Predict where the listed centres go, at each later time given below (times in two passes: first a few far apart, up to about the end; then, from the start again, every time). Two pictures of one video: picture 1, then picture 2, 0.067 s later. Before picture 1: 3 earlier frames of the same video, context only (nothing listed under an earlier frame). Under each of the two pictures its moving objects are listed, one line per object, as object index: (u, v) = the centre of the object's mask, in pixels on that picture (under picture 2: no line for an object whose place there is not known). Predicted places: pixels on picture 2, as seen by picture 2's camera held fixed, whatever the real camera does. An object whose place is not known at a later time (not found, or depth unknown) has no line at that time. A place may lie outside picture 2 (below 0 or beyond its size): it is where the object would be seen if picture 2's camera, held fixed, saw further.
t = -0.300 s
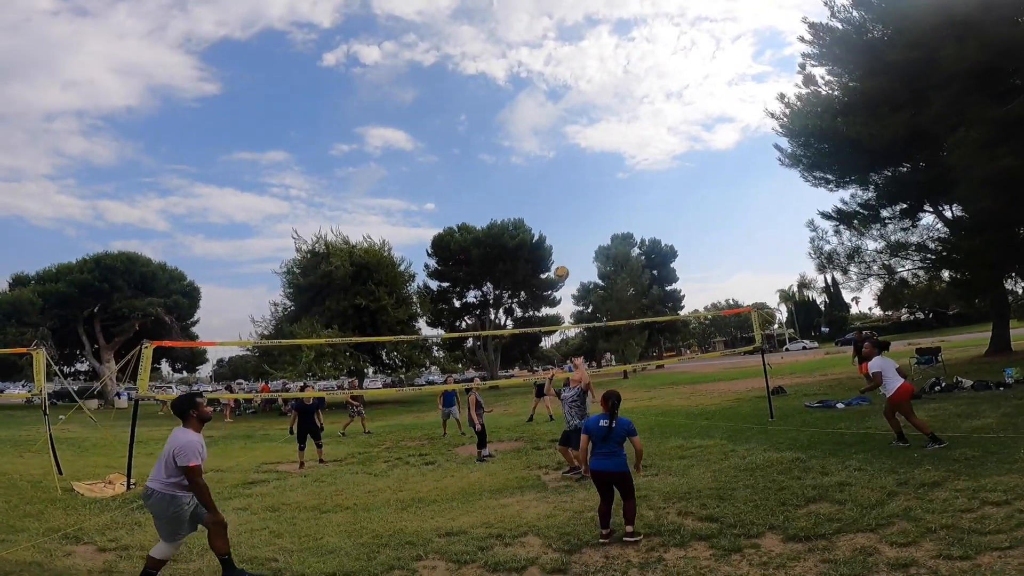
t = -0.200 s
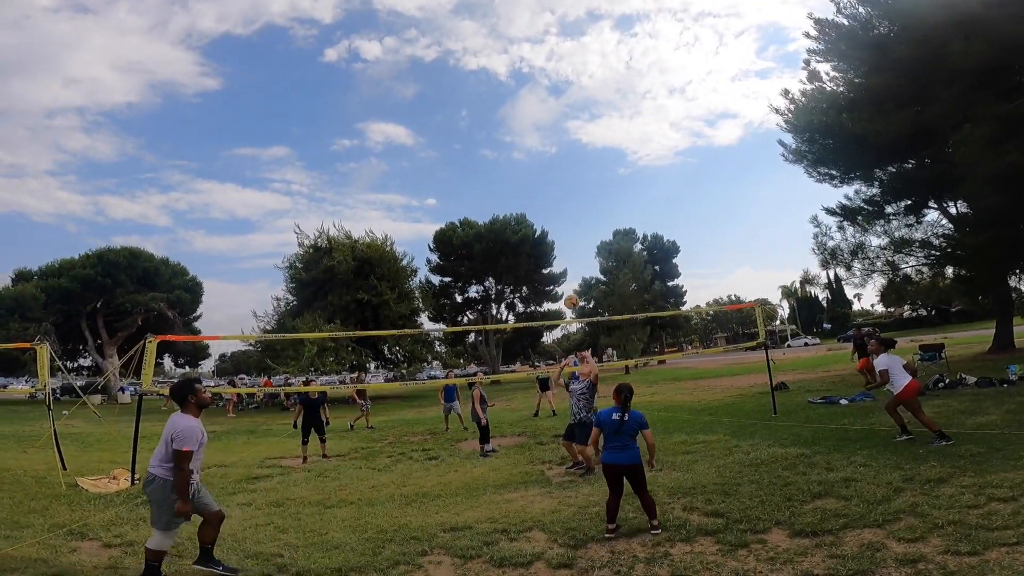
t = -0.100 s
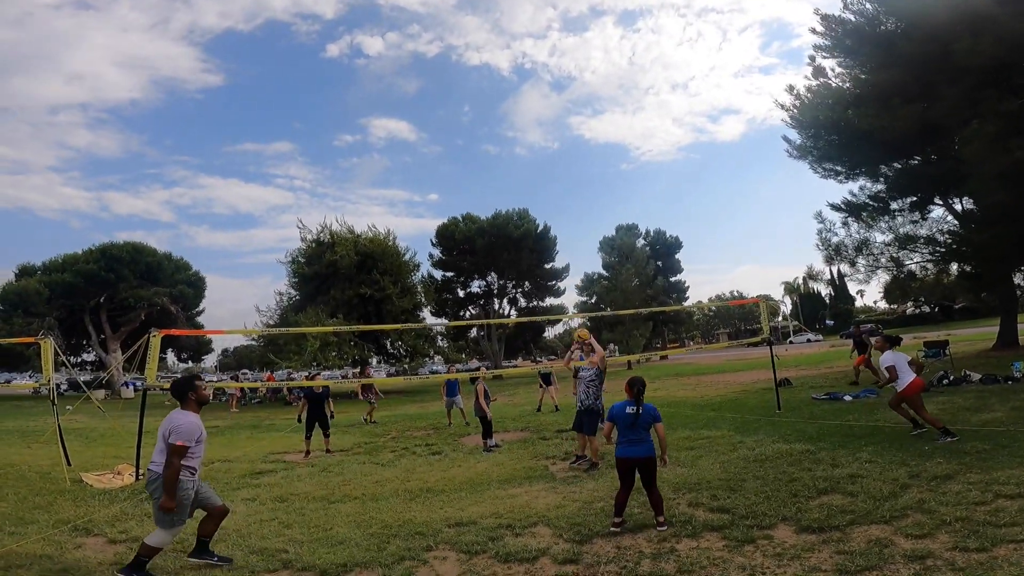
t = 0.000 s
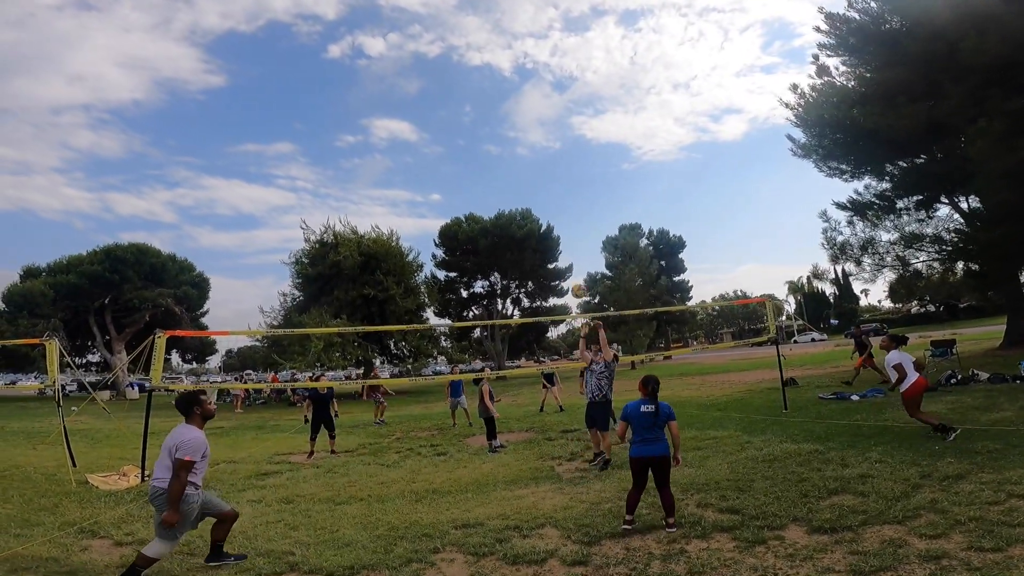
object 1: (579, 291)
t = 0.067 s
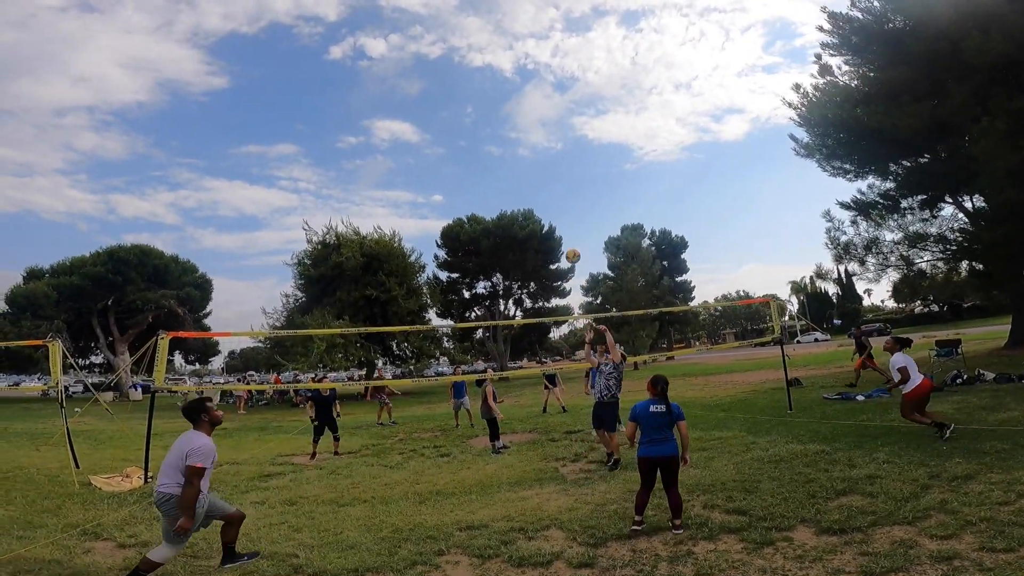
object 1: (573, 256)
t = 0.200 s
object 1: (556, 199)
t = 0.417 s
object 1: (533, 137)
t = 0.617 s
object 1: (516, 101)
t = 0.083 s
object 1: (571, 248)
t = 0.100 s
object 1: (569, 240)
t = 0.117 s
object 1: (566, 233)
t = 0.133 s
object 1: (564, 225)
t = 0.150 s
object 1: (562, 219)
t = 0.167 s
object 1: (560, 212)
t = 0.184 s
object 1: (558, 206)
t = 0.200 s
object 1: (556, 199)
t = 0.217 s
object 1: (554, 193)
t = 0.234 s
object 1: (552, 187)
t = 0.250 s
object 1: (550, 182)
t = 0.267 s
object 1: (548, 177)
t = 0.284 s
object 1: (546, 171)
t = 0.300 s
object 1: (545, 166)
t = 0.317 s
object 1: (543, 161)
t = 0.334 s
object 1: (541, 157)
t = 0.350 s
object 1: (539, 153)
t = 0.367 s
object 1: (538, 148)
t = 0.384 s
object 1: (536, 144)
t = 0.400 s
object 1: (534, 141)
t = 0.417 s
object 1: (533, 137)
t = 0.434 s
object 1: (531, 133)
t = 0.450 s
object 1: (530, 130)
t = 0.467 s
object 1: (529, 127)
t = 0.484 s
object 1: (527, 124)
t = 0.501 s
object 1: (526, 120)
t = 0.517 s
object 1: (524, 117)
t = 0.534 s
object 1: (523, 114)
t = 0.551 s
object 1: (521, 112)
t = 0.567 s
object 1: (520, 109)
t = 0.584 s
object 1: (519, 106)
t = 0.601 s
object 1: (517, 104)
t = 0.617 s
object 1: (516, 101)
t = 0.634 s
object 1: (515, 99)
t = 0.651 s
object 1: (513, 97)
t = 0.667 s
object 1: (512, 95)
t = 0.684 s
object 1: (510, 93)
